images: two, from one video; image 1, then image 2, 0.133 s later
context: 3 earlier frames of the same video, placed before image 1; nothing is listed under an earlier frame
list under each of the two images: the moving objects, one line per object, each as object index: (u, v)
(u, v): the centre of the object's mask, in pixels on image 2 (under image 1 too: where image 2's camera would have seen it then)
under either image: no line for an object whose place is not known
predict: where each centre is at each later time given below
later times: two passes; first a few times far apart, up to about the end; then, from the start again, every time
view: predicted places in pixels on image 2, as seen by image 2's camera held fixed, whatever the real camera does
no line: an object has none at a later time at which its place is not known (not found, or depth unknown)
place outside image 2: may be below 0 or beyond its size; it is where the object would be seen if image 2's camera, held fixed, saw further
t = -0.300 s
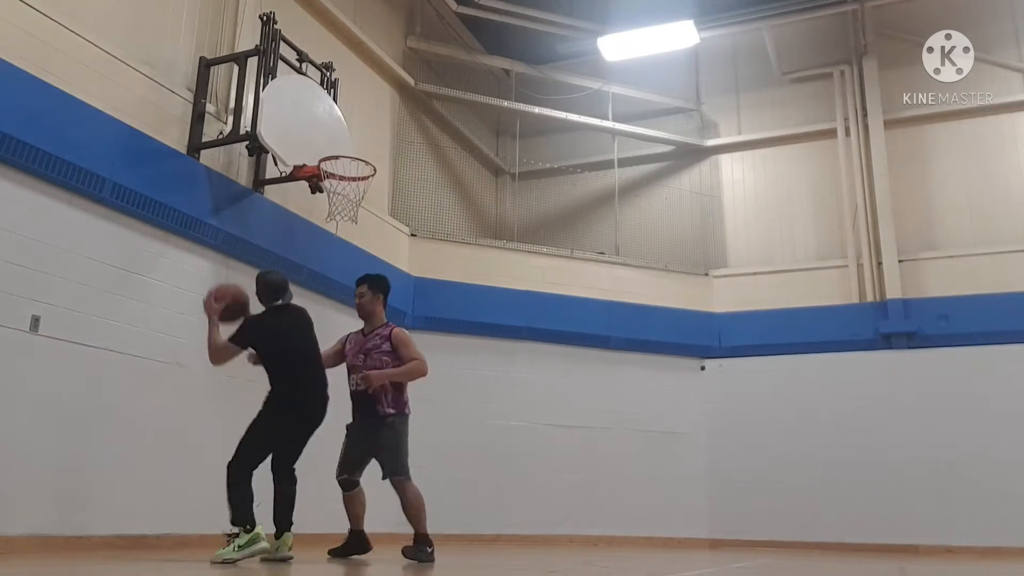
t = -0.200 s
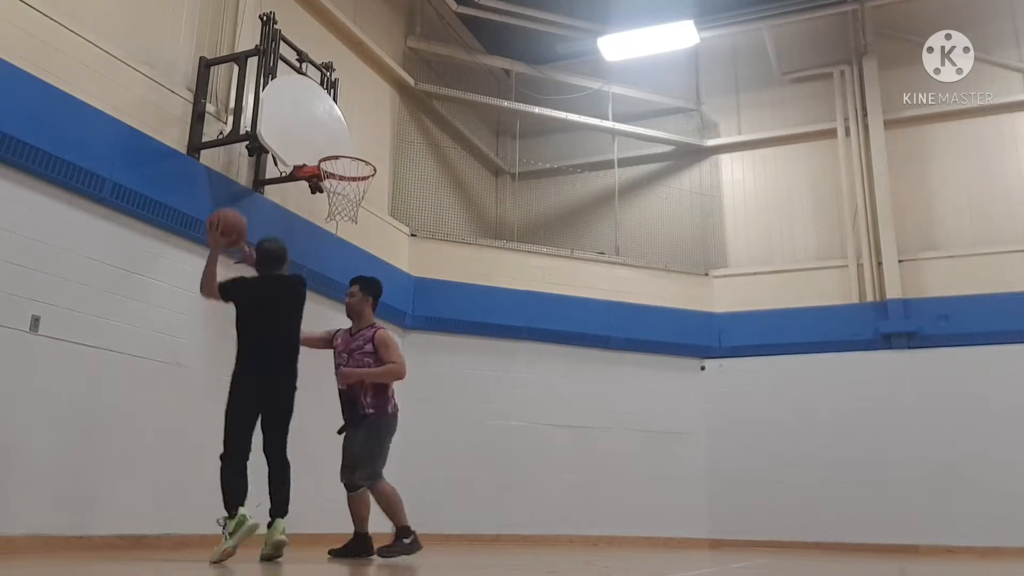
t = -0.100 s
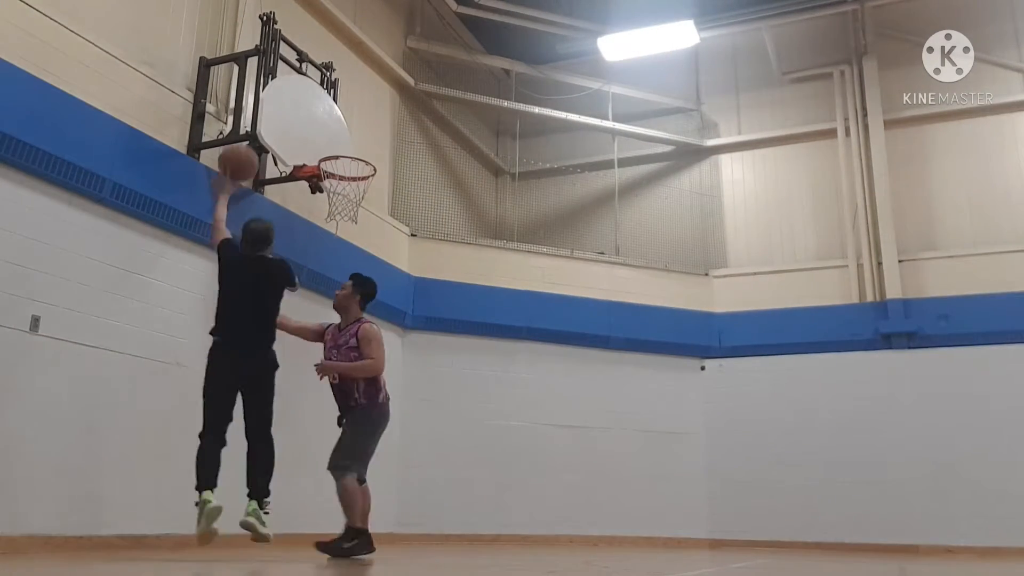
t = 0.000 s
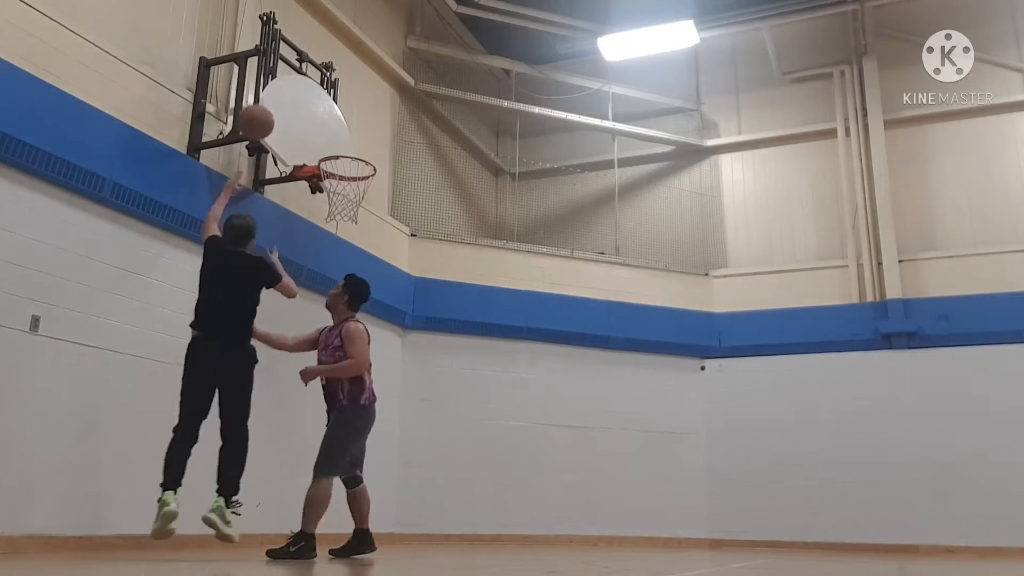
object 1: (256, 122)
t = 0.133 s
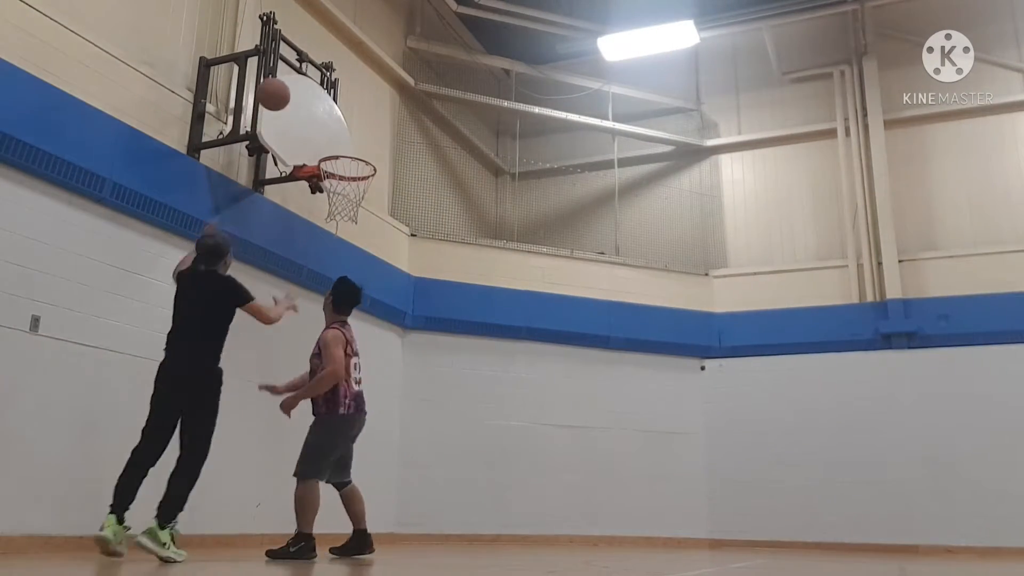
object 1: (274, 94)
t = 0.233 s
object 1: (284, 90)
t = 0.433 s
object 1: (328, 102)
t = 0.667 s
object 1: (379, 152)
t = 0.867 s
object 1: (402, 167)
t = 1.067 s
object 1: (423, 226)
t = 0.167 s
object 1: (277, 92)
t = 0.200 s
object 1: (280, 90)
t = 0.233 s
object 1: (284, 90)
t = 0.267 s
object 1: (287, 91)
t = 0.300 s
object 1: (294, 91)
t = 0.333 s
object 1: (303, 92)
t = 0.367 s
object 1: (311, 94)
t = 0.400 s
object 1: (320, 98)
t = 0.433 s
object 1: (328, 102)
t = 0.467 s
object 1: (336, 108)
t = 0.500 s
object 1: (344, 114)
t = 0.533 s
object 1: (352, 122)
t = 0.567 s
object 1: (360, 131)
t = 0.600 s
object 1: (368, 142)
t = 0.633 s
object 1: (375, 153)
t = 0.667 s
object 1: (379, 152)
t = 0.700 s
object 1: (383, 152)
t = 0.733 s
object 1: (387, 152)
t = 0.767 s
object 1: (390, 154)
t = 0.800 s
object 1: (394, 157)
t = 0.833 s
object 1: (398, 161)
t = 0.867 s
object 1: (402, 167)
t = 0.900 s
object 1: (405, 174)
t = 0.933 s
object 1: (409, 182)
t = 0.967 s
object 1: (413, 190)
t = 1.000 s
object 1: (416, 201)
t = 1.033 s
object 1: (419, 213)
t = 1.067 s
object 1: (423, 226)
